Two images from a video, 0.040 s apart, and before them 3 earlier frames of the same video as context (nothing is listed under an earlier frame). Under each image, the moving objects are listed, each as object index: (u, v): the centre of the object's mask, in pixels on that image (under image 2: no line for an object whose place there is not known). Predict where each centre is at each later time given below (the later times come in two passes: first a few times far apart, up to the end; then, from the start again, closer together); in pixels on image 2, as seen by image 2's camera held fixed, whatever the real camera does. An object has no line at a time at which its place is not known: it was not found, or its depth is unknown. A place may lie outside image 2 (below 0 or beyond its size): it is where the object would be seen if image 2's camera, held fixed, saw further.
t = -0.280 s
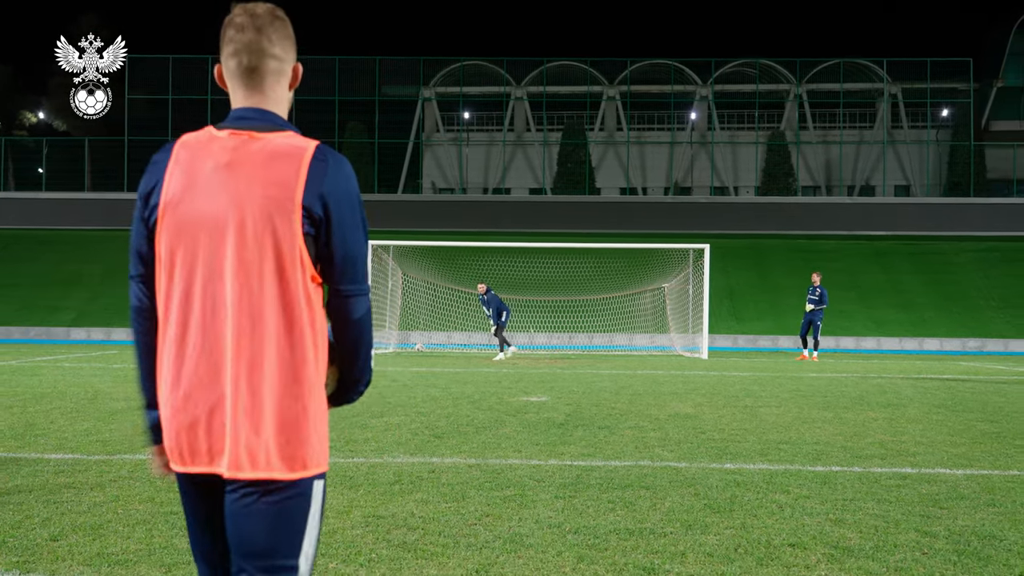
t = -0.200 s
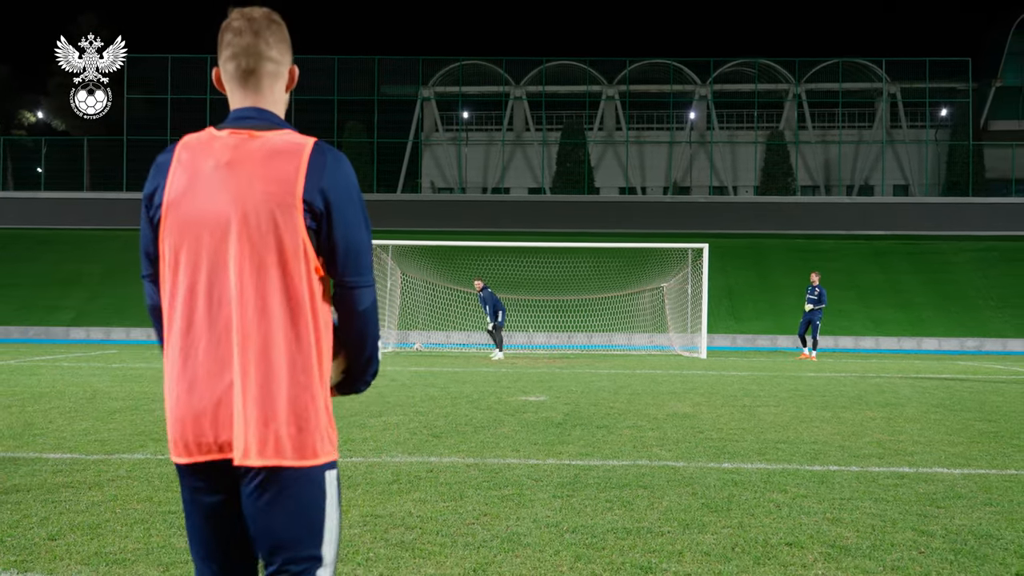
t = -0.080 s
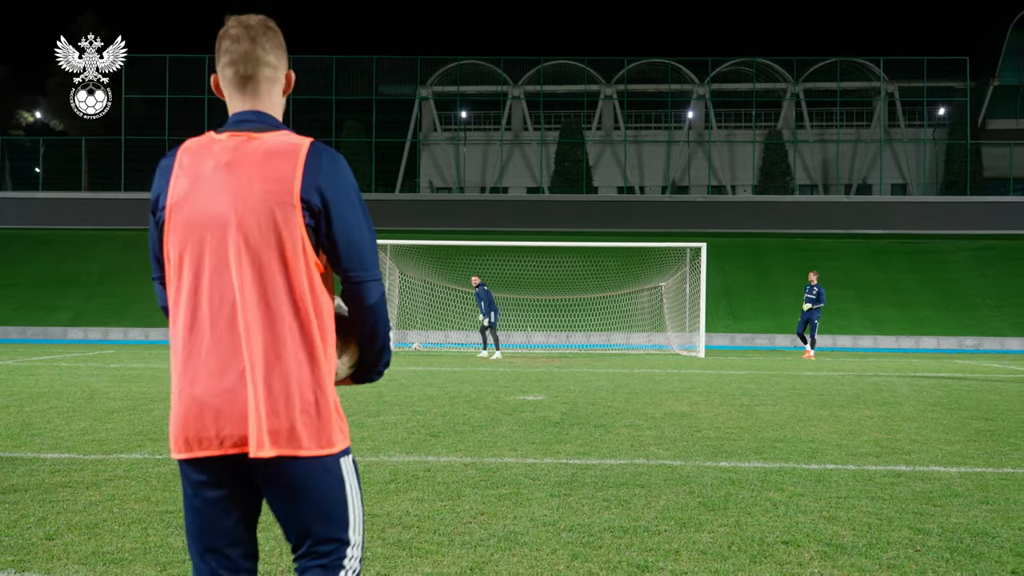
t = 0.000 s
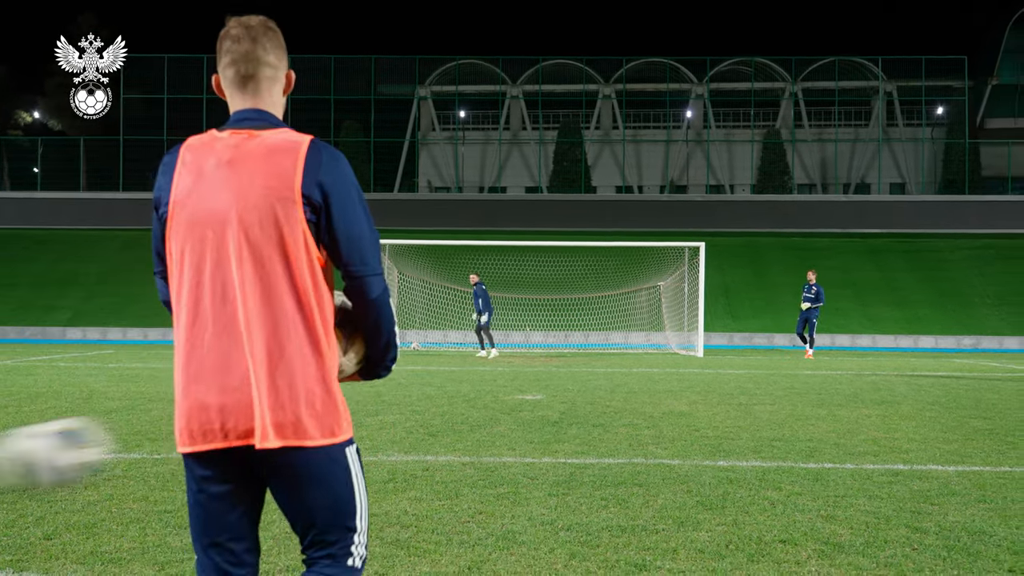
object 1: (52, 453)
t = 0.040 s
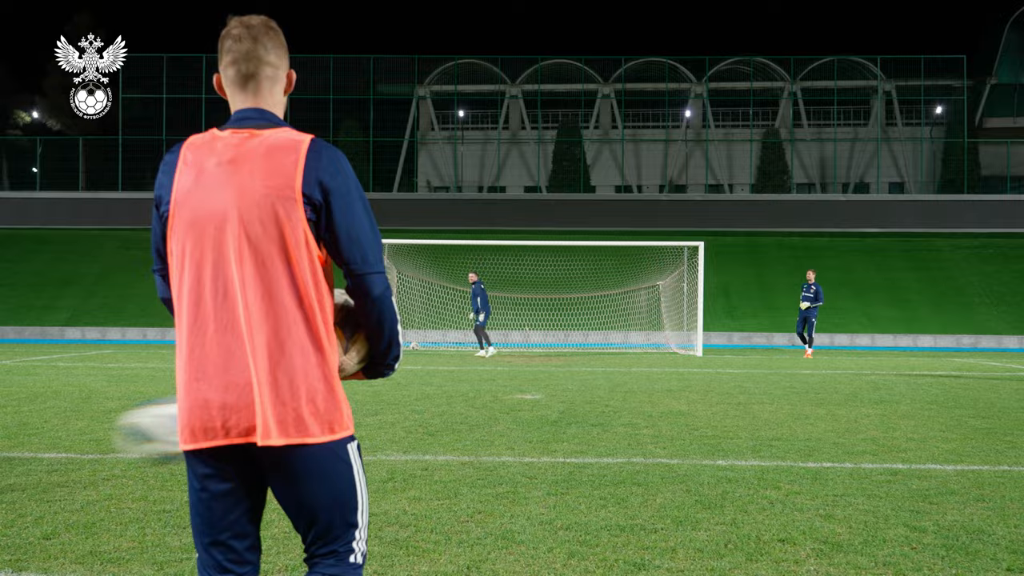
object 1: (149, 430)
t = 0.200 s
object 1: (562, 386)
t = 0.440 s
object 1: (948, 442)
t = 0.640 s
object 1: (1160, 486)
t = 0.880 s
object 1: (1341, 452)
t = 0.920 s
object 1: (1367, 457)
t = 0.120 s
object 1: (396, 397)
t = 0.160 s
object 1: (478, 389)
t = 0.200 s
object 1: (562, 386)
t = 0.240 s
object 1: (639, 388)
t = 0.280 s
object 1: (708, 393)
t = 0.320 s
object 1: (775, 401)
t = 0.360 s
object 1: (836, 411)
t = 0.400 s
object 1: (893, 426)
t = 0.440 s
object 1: (948, 442)
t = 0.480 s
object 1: (999, 459)
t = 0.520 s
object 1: (1047, 481)
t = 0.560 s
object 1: (1092, 503)
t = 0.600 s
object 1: (1130, 503)
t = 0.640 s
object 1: (1160, 486)
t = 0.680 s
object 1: (1192, 472)
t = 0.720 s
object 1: (1222, 463)
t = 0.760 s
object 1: (1253, 455)
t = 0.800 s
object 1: (1283, 451)
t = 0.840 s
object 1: (1312, 450)
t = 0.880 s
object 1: (1341, 452)
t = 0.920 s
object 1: (1367, 457)
